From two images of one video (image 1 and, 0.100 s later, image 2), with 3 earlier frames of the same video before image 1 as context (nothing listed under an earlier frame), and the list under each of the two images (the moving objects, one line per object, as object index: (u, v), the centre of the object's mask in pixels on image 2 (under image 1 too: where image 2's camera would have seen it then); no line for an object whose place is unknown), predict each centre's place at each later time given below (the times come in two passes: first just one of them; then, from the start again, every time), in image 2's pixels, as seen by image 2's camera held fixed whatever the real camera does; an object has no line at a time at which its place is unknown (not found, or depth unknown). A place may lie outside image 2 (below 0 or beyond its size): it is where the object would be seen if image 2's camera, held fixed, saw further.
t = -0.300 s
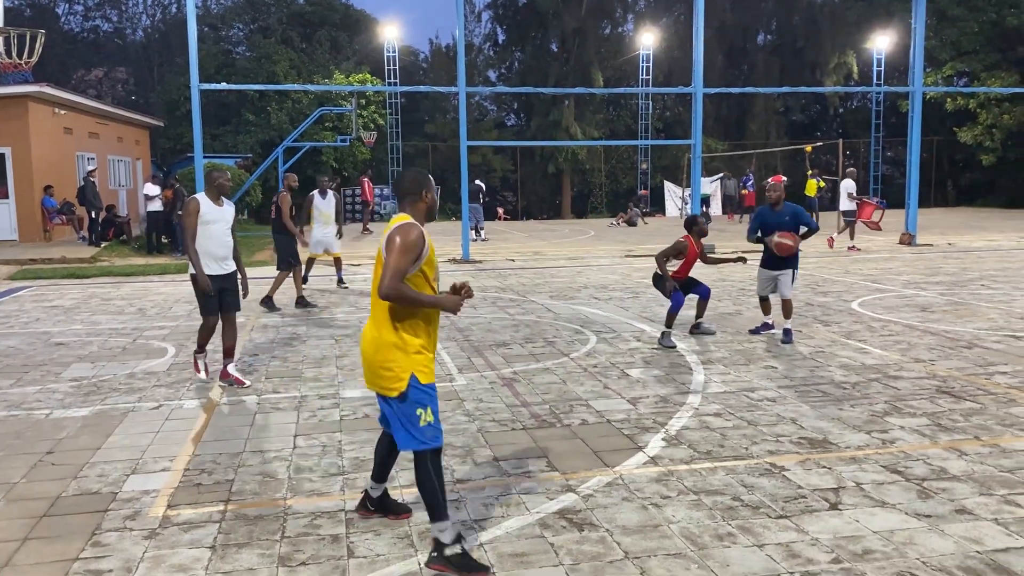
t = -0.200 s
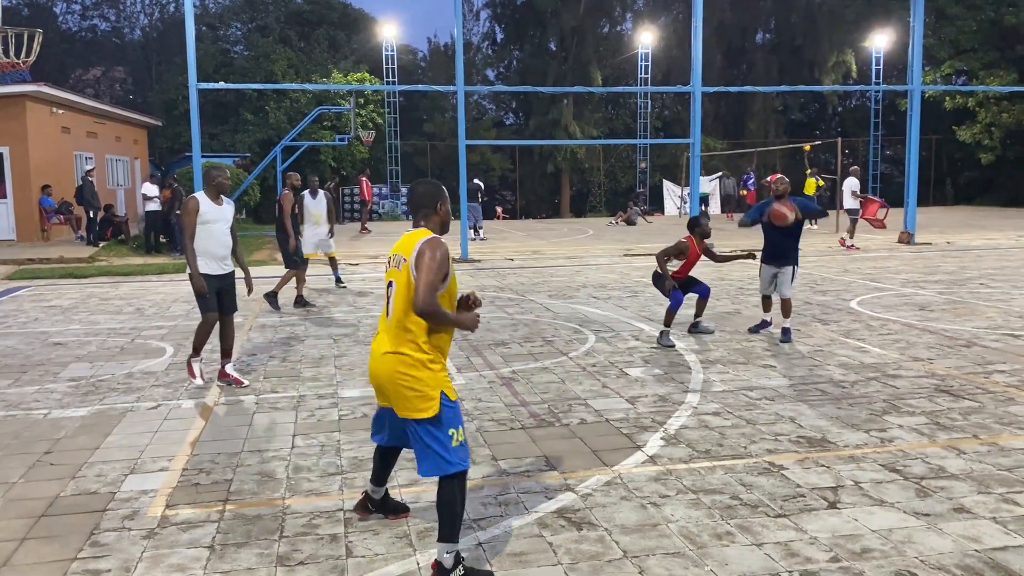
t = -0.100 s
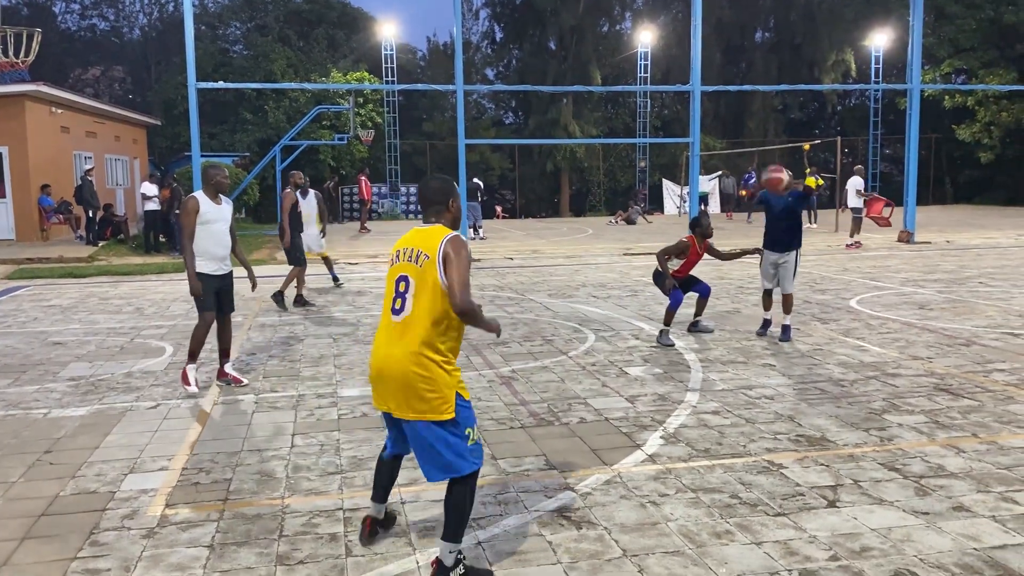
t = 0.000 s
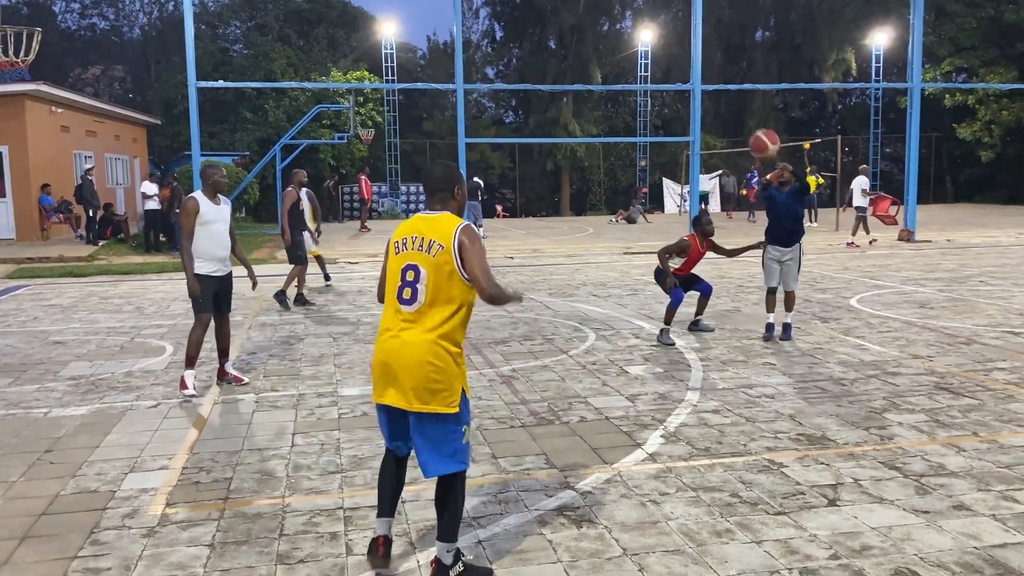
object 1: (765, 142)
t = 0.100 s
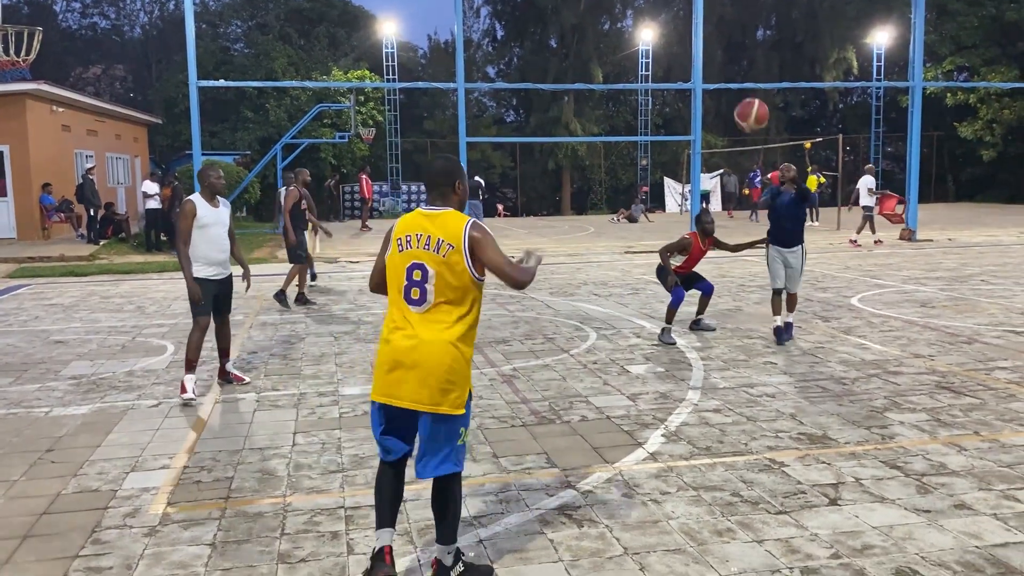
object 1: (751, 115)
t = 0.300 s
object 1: (713, 86)
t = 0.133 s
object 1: (746, 107)
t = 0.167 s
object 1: (740, 101)
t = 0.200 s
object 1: (734, 94)
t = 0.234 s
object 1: (728, 90)
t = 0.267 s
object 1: (721, 87)
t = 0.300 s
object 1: (713, 86)
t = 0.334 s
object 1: (704, 87)
